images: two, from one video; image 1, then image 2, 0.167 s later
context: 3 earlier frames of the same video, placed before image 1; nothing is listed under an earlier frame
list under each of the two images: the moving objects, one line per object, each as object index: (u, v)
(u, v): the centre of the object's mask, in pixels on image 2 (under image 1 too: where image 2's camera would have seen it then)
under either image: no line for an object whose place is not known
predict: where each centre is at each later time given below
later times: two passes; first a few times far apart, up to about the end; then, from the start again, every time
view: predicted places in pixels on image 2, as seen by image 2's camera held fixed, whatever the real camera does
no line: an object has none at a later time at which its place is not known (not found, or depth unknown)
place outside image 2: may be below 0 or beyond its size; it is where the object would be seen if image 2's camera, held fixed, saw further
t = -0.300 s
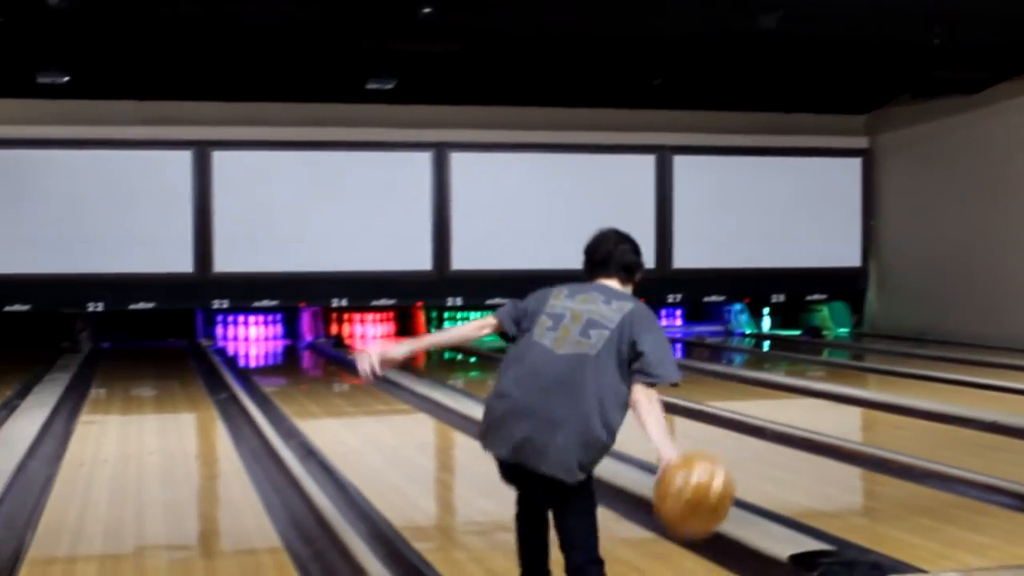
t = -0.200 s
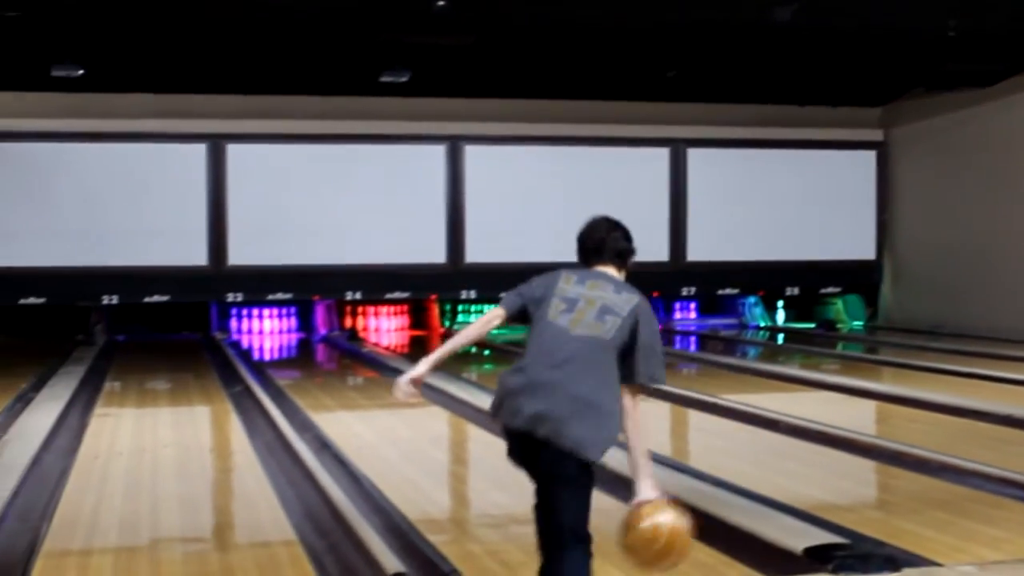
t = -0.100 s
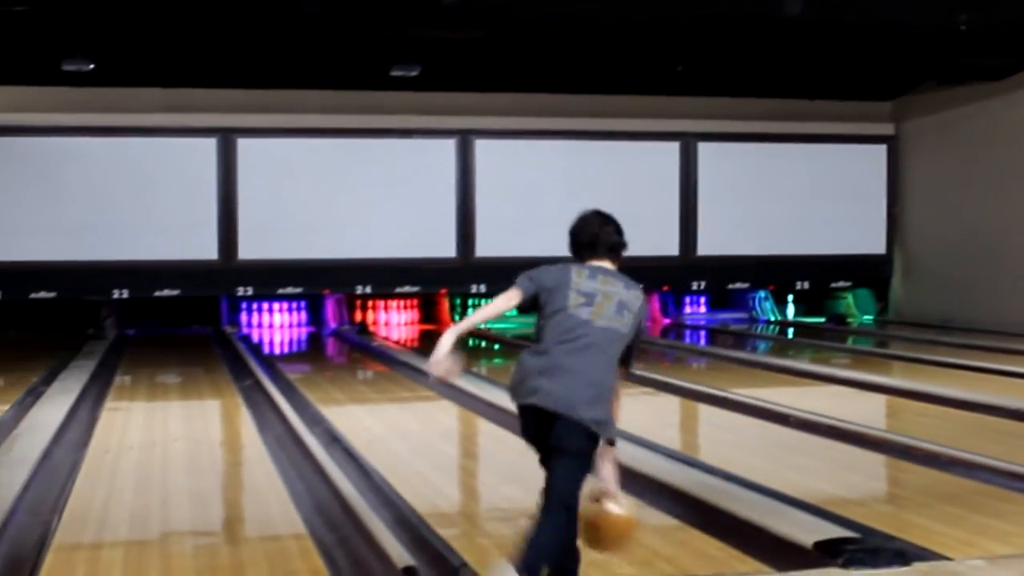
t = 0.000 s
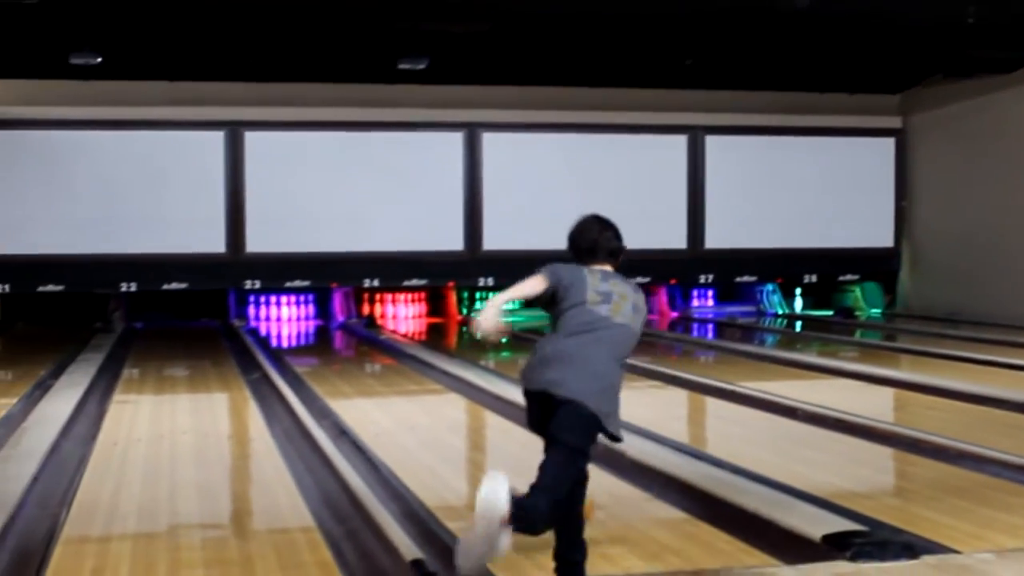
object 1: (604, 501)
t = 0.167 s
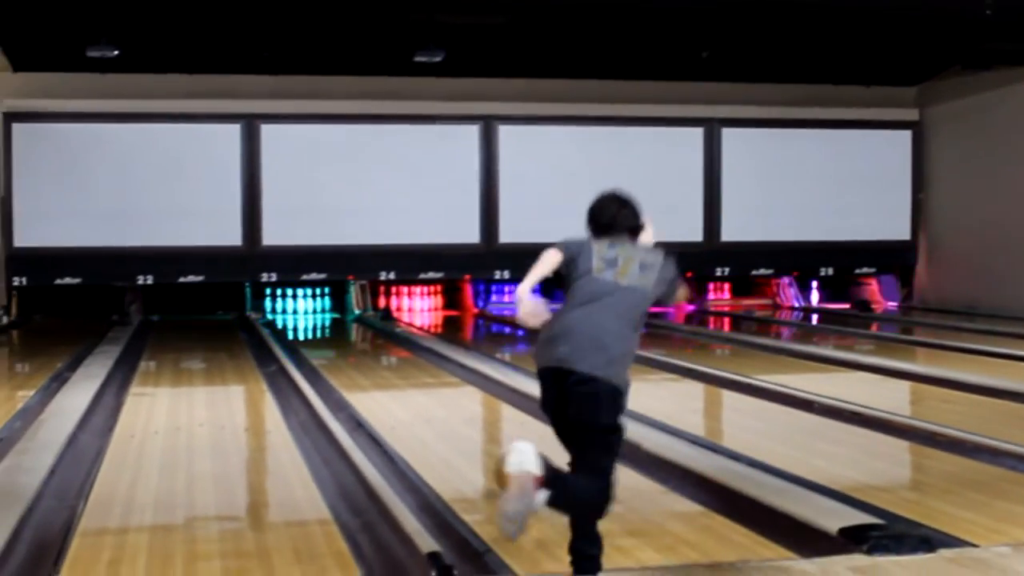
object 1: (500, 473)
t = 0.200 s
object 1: (502, 467)
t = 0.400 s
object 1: (459, 434)
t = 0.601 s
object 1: (424, 410)
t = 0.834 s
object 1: (391, 387)
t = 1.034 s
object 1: (370, 373)
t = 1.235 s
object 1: (353, 360)
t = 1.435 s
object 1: (339, 351)
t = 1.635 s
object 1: (327, 342)
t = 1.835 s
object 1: (316, 335)
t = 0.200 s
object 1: (502, 467)
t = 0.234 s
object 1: (498, 461)
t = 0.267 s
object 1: (490, 455)
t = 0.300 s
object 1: (481, 451)
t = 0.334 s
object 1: (473, 445)
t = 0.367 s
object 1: (466, 440)
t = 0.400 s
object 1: (459, 434)
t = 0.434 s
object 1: (452, 430)
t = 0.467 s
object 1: (446, 426)
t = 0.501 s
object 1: (440, 422)
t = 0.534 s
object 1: (434, 418)
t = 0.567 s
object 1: (429, 414)
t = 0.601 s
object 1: (424, 410)
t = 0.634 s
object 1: (419, 407)
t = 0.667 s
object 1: (414, 403)
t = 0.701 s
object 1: (409, 400)
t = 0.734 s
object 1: (403, 397)
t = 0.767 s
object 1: (399, 394)
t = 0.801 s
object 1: (395, 390)
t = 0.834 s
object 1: (391, 387)
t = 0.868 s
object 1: (387, 385)
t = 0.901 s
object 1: (383, 382)
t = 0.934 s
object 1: (380, 379)
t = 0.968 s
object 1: (376, 377)
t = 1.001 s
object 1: (373, 375)
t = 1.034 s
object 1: (370, 373)
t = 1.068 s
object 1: (366, 371)
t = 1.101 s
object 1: (363, 368)
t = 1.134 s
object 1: (361, 367)
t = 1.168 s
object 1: (358, 365)
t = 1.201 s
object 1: (355, 362)
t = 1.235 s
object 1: (353, 360)
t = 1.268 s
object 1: (350, 359)
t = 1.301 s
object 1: (347, 357)
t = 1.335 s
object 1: (345, 355)
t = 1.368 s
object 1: (343, 354)
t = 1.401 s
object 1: (341, 353)
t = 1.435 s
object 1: (339, 351)
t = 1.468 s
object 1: (337, 350)
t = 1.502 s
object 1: (335, 348)
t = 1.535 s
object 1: (333, 347)
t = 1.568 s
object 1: (331, 346)
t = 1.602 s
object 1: (329, 344)
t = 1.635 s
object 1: (327, 342)
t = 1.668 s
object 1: (325, 341)
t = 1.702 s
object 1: (323, 340)
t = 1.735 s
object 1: (321, 339)
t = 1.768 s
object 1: (319, 338)
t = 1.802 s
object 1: (317, 336)
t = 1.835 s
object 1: (316, 335)
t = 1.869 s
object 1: (315, 334)
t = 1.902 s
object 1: (313, 333)
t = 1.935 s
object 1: (311, 332)
